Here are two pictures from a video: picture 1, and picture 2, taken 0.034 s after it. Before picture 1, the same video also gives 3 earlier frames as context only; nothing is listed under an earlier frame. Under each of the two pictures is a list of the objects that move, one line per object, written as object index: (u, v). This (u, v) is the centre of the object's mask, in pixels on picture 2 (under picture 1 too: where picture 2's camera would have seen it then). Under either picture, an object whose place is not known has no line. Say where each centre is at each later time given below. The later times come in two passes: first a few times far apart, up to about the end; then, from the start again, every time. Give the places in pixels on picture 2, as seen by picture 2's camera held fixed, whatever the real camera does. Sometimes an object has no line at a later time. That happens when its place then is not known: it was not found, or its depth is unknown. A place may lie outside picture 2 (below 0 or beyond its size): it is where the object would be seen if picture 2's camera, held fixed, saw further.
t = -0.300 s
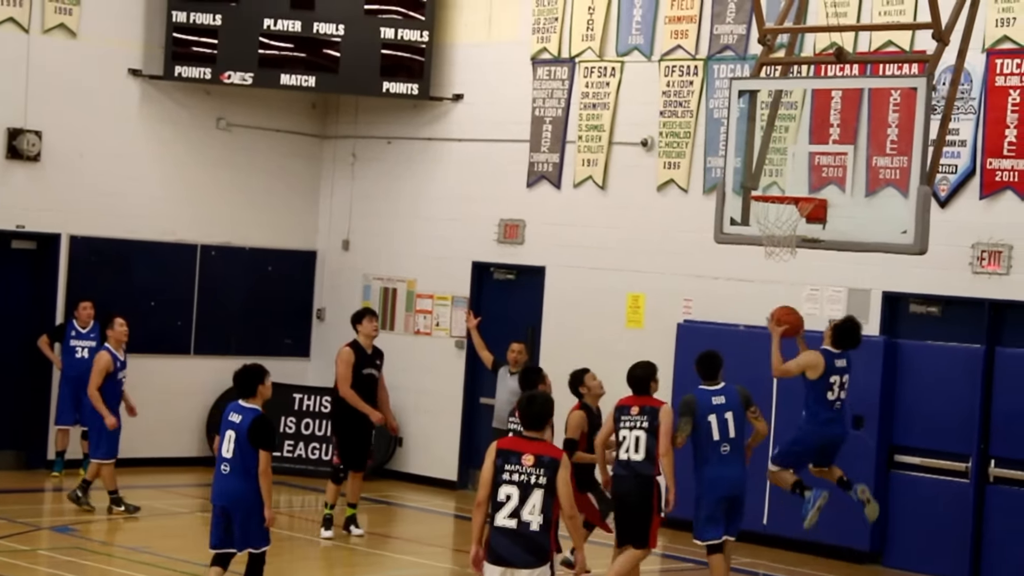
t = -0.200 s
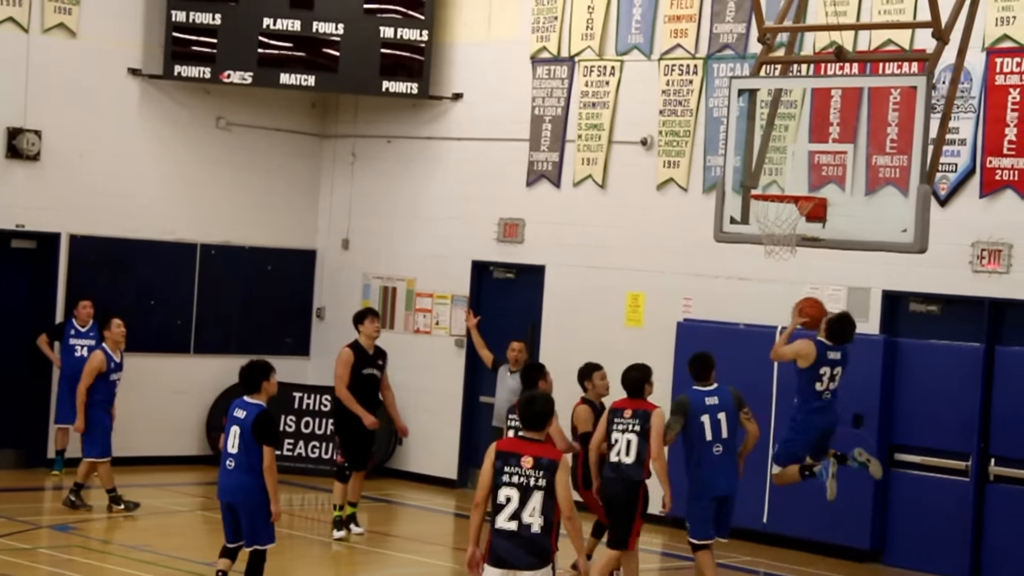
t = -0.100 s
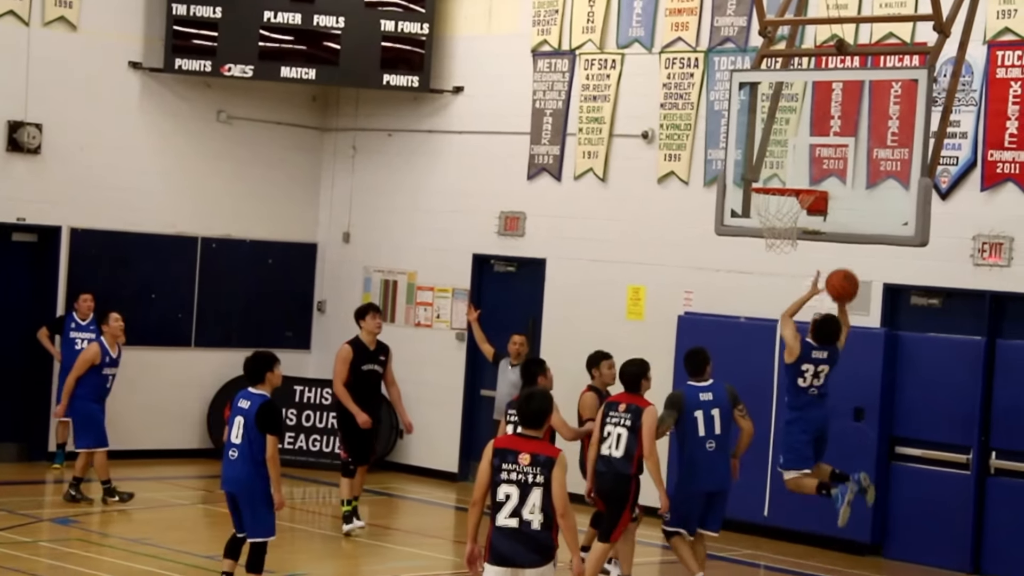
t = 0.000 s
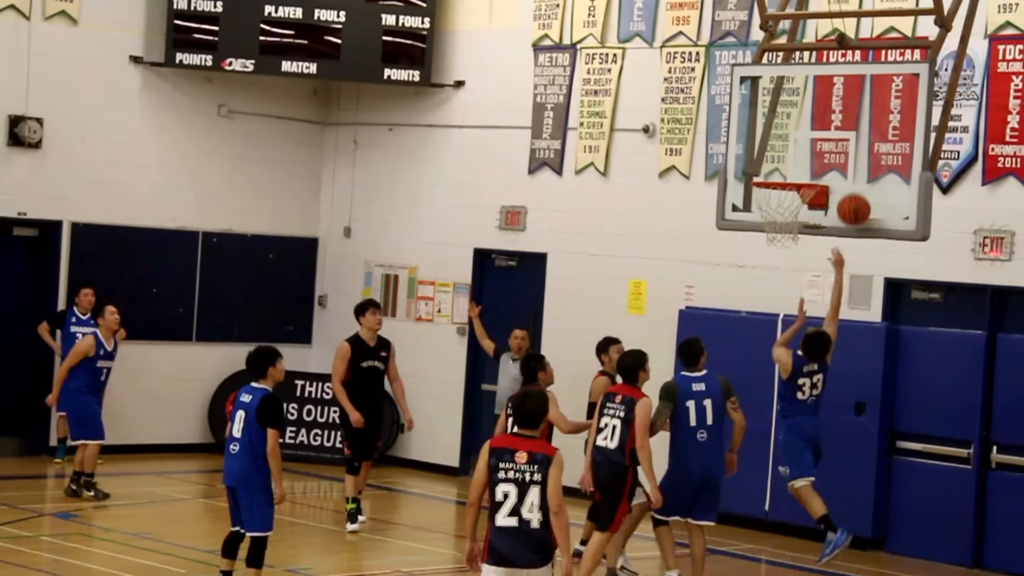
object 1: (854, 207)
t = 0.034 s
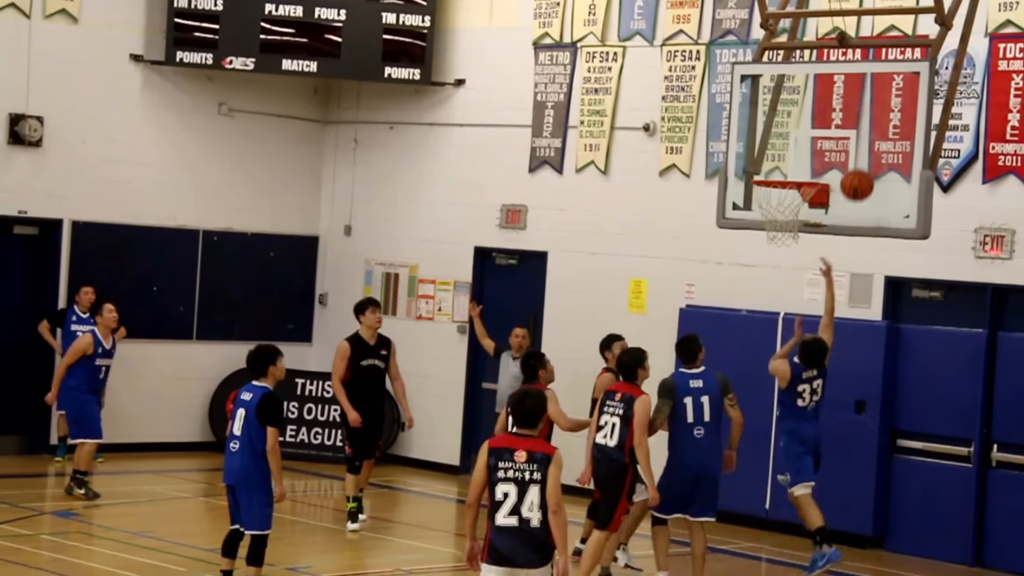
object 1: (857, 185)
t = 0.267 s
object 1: (851, 103)
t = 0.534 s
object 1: (833, 108)
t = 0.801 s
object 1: (837, 158)
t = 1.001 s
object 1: (892, 161)
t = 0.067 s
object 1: (859, 163)
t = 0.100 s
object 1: (859, 147)
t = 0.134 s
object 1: (857, 135)
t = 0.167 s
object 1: (856, 124)
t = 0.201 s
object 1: (854, 116)
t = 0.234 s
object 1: (853, 109)
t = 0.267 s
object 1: (851, 103)
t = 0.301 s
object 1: (849, 98)
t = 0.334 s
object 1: (847, 95)
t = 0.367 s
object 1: (845, 94)
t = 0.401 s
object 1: (843, 94)
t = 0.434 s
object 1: (840, 95)
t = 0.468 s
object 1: (837, 98)
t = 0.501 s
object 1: (835, 102)
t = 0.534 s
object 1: (833, 108)
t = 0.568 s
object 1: (830, 116)
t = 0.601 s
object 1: (827, 125)
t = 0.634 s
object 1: (824, 136)
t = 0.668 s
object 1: (821, 148)
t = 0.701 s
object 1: (818, 162)
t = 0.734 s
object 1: (820, 169)
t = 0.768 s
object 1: (828, 164)
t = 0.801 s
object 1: (837, 158)
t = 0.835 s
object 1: (847, 155)
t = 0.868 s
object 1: (856, 154)
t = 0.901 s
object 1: (865, 153)
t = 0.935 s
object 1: (873, 155)
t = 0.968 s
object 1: (883, 157)
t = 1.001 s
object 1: (892, 161)
